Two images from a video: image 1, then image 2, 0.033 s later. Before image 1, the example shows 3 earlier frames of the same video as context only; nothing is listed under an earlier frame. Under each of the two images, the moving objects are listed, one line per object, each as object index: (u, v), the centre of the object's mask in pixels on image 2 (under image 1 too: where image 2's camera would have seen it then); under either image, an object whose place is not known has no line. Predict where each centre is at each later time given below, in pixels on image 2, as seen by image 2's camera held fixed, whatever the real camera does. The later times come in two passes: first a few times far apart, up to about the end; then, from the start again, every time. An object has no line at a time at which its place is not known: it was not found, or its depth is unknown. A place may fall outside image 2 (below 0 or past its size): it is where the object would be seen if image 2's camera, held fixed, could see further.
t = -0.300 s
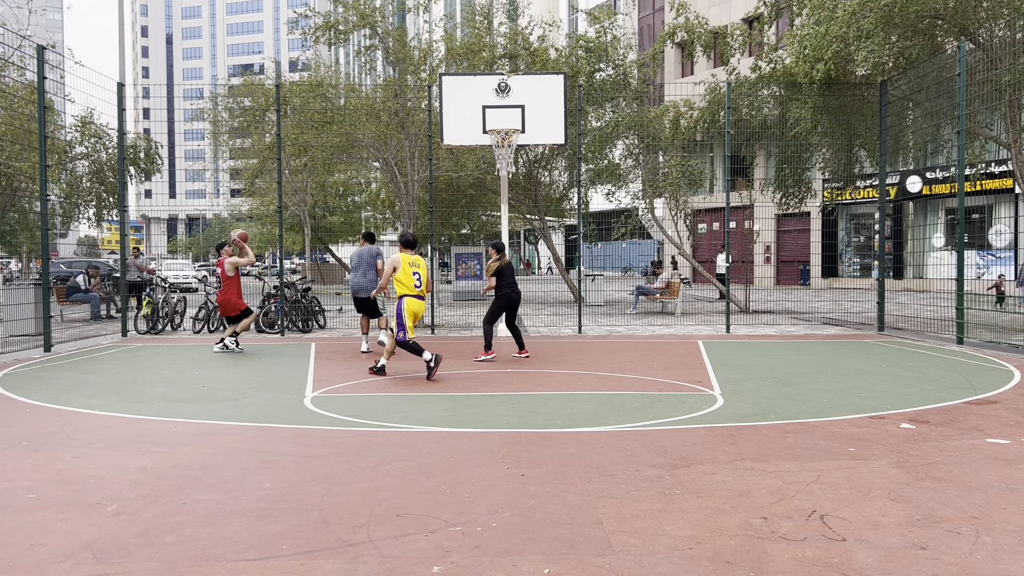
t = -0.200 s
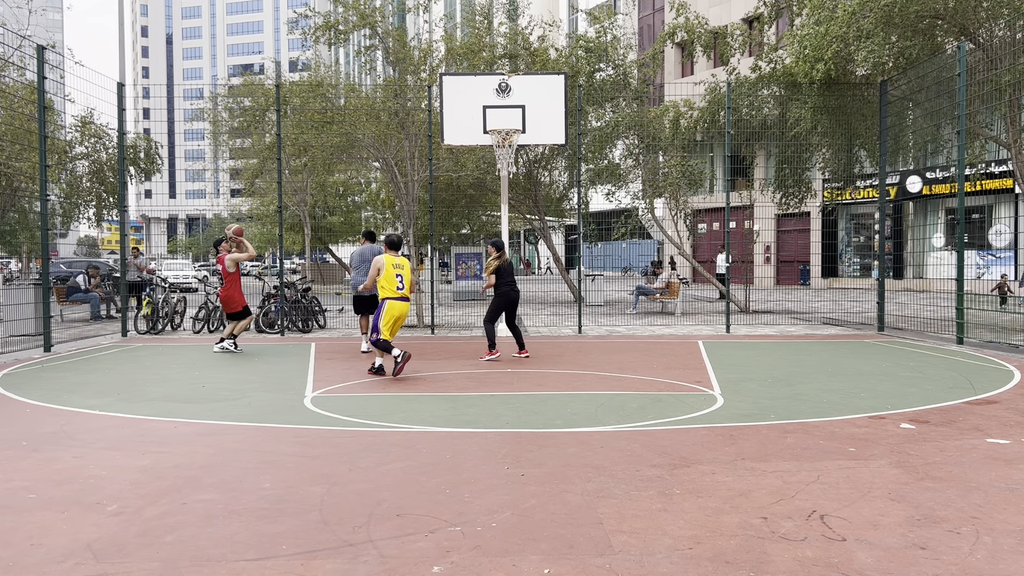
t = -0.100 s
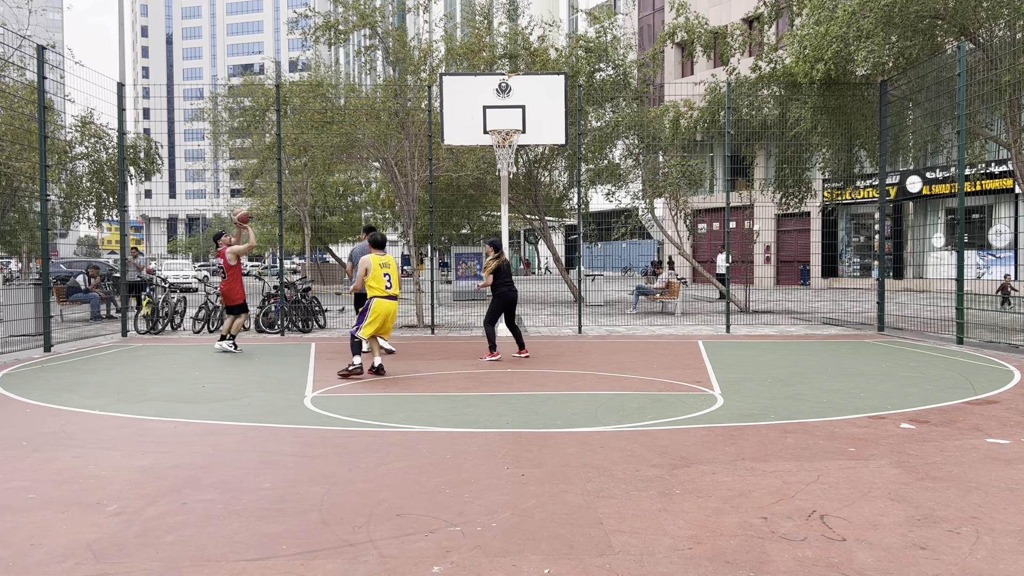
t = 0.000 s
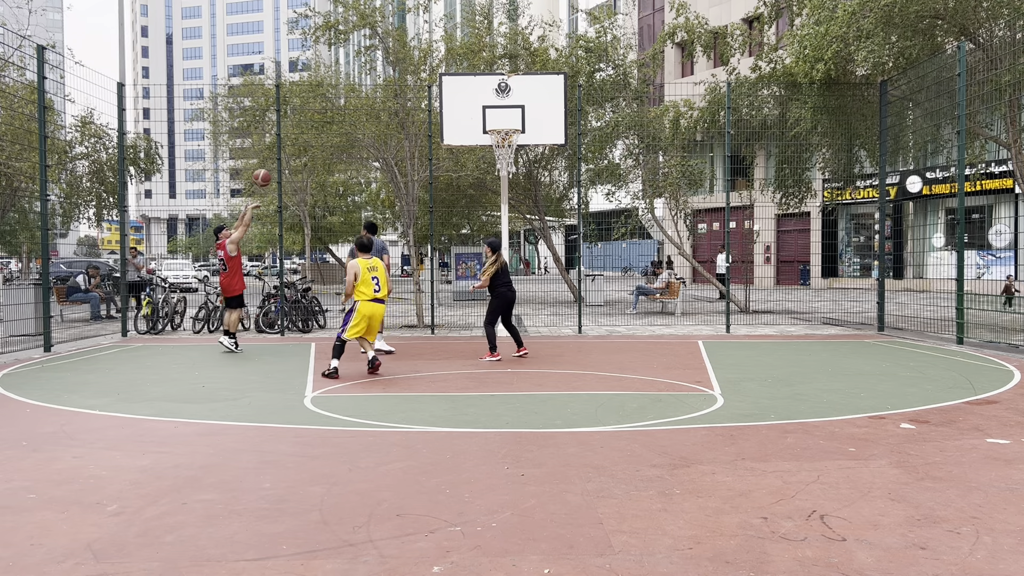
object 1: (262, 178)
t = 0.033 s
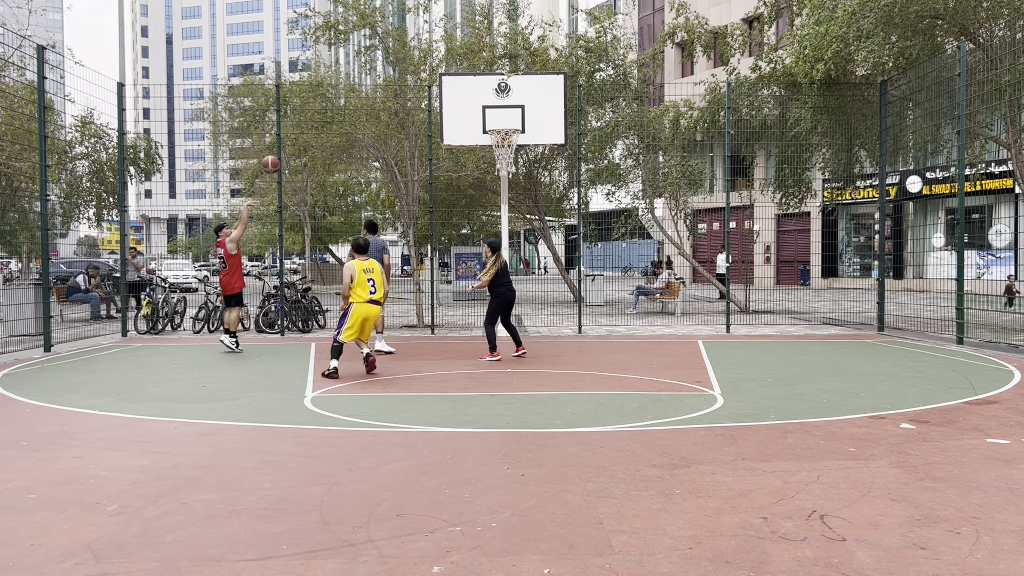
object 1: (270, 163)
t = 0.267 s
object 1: (332, 93)
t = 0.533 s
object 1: (402, 60)
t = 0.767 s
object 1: (462, 74)
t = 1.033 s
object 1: (518, 111)
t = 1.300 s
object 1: (517, 71)
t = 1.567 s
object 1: (517, 83)
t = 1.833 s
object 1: (523, 111)
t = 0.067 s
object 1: (279, 151)
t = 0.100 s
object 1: (288, 139)
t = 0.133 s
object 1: (297, 128)
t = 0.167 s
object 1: (306, 118)
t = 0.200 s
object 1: (315, 109)
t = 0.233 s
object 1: (323, 101)
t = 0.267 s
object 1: (332, 93)
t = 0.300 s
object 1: (341, 86)
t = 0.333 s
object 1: (350, 80)
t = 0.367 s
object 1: (359, 75)
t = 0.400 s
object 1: (367, 71)
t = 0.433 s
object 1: (376, 67)
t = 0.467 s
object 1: (384, 64)
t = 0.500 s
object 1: (393, 62)
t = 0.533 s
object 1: (402, 60)
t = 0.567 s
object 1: (410, 60)
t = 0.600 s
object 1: (419, 60)
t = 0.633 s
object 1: (428, 62)
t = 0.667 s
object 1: (437, 64)
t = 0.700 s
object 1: (445, 66)
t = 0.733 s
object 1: (454, 70)
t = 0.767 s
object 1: (462, 74)
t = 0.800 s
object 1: (471, 80)
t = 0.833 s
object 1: (480, 86)
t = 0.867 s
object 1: (488, 93)
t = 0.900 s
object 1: (497, 100)
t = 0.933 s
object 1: (506, 109)
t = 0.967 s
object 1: (514, 118)
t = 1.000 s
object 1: (519, 120)
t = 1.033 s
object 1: (518, 111)
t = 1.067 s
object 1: (519, 103)
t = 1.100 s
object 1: (518, 96)
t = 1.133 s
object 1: (518, 90)
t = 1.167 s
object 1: (518, 84)
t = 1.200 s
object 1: (518, 80)
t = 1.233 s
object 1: (517, 76)
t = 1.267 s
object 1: (517, 73)
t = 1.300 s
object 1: (517, 71)
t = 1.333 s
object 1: (517, 70)
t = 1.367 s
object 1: (517, 69)
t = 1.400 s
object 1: (517, 70)
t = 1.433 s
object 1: (517, 71)
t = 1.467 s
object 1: (516, 73)
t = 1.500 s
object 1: (517, 75)
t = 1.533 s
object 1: (517, 79)
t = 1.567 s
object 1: (517, 83)
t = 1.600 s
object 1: (517, 89)
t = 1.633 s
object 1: (516, 95)
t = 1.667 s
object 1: (516, 101)
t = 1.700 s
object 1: (516, 109)
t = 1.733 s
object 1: (516, 117)
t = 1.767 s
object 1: (518, 119)
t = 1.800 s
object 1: (520, 115)
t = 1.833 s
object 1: (523, 111)
